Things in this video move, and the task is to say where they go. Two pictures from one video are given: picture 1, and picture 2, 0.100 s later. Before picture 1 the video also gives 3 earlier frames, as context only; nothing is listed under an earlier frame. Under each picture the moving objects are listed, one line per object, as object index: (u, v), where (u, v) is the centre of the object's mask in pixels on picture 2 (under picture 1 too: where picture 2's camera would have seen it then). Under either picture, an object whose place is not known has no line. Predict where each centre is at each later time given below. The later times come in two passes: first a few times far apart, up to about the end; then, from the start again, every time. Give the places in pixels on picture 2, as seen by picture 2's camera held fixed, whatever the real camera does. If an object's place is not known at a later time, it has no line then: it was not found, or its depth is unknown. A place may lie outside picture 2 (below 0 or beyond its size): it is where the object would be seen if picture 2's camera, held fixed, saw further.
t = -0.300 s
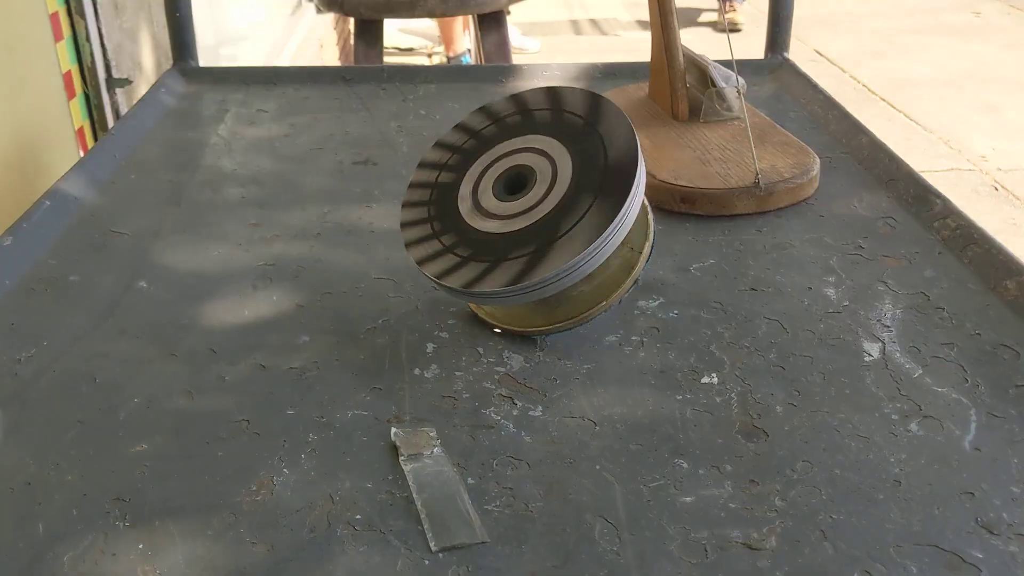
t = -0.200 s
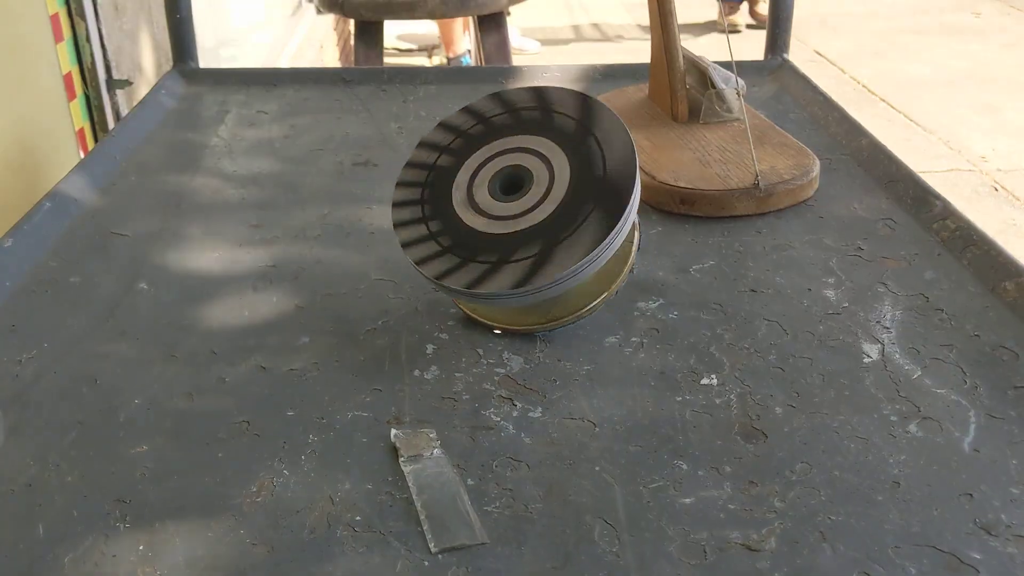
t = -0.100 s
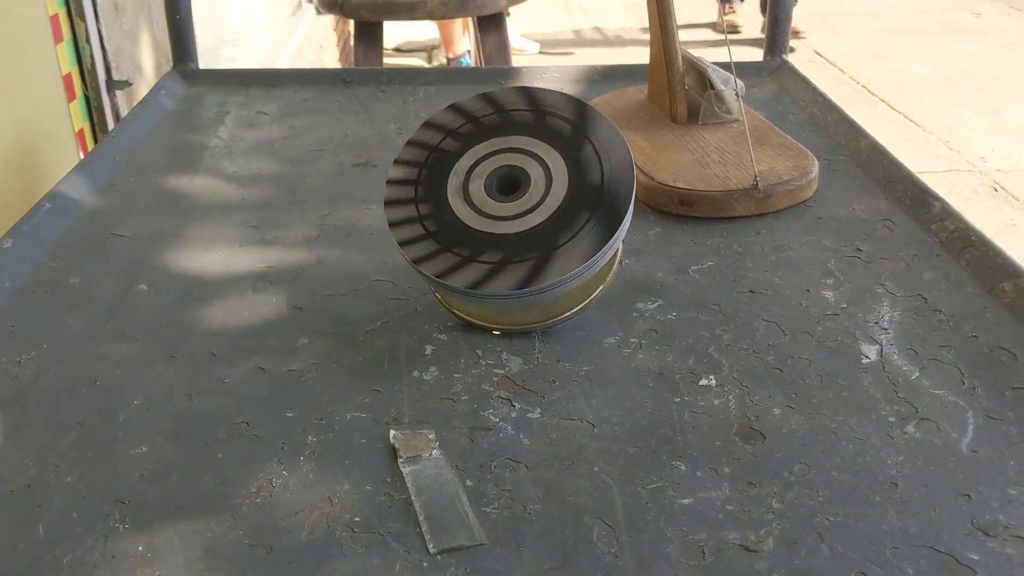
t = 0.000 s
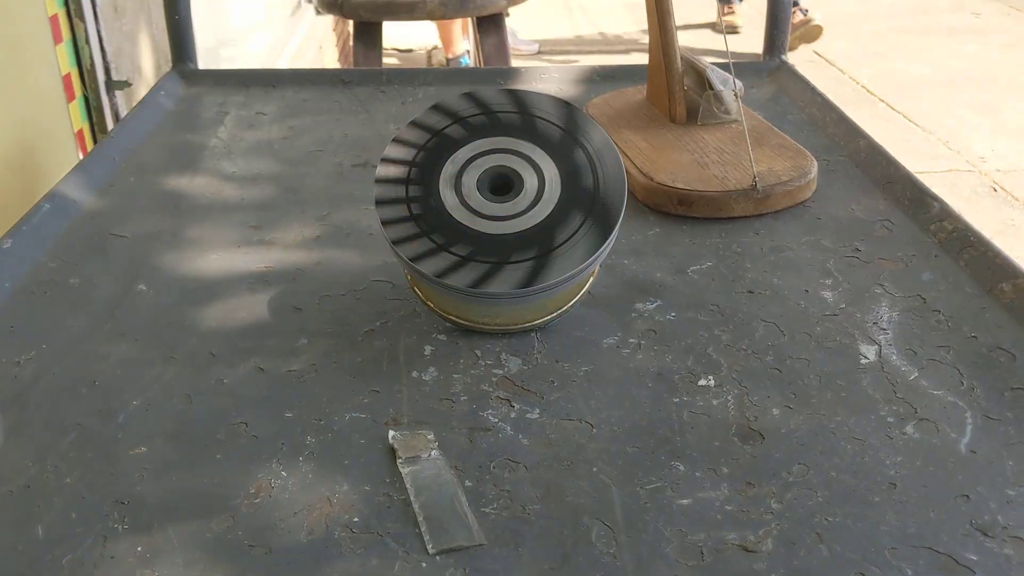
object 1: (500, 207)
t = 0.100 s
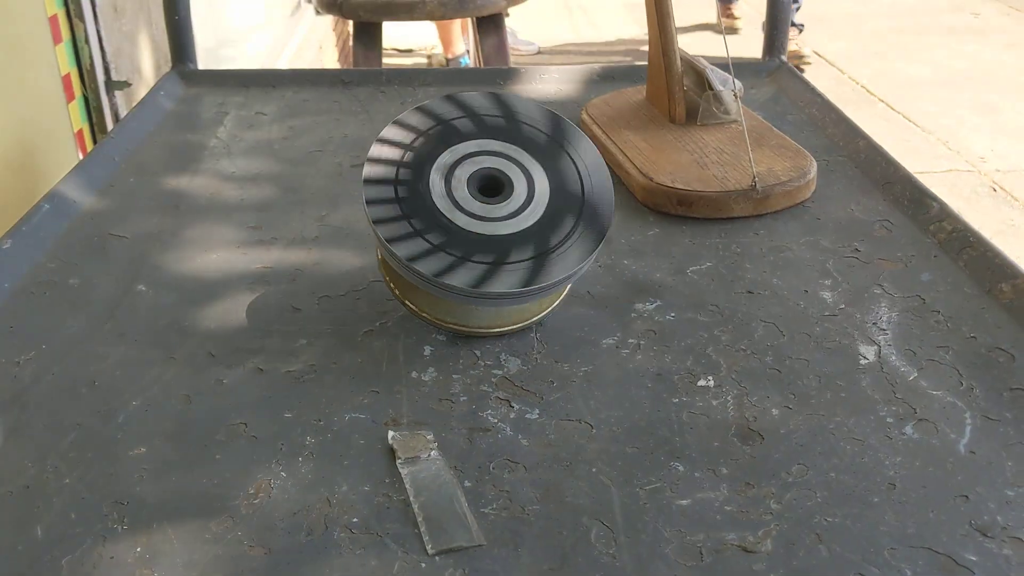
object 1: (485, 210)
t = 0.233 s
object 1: (465, 216)
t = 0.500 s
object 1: (431, 241)
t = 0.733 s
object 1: (436, 257)
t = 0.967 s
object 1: (482, 266)
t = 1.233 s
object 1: (552, 264)
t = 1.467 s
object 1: (562, 230)
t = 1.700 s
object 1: (511, 218)
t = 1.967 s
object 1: (461, 250)
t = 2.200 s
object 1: (515, 269)
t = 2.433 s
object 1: (542, 247)
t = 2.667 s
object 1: (509, 243)
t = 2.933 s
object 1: (516, 265)
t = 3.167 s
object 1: (528, 252)
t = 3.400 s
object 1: (519, 262)
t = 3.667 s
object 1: (526, 260)
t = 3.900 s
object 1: (525, 265)
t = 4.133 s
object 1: (528, 265)
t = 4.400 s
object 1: (529, 269)
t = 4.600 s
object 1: (529, 271)
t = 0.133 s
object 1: (479, 211)
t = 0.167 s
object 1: (474, 212)
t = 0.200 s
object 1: (470, 213)
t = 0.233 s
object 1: (465, 216)
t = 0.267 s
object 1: (460, 219)
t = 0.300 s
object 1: (456, 222)
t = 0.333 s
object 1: (450, 226)
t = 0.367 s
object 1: (445, 229)
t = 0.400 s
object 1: (440, 232)
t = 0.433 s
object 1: (436, 235)
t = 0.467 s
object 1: (433, 238)
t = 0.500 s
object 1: (431, 241)
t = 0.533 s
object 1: (430, 243)
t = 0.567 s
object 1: (428, 245)
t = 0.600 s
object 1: (428, 247)
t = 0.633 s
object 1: (429, 249)
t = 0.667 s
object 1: (431, 252)
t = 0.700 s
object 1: (433, 255)
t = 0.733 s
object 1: (436, 257)
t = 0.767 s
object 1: (440, 261)
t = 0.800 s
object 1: (443, 264)
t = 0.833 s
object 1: (448, 268)
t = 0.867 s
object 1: (456, 268)
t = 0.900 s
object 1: (464, 266)
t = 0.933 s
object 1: (474, 265)
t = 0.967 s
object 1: (482, 266)
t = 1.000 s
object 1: (491, 263)
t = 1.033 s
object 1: (499, 265)
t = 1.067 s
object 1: (507, 270)
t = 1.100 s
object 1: (517, 270)
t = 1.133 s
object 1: (527, 272)
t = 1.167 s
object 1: (538, 272)
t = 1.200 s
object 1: (546, 268)
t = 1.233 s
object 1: (552, 264)
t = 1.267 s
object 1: (557, 258)
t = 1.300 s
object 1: (561, 253)
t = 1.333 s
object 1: (565, 249)
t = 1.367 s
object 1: (567, 244)
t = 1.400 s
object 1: (567, 239)
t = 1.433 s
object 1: (565, 234)
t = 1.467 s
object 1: (562, 230)
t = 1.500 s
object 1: (558, 226)
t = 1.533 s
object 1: (552, 223)
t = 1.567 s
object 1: (545, 221)
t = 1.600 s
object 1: (537, 219)
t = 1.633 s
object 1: (529, 218)
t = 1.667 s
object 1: (520, 218)
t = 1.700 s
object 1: (511, 218)
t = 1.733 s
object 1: (502, 219)
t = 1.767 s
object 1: (494, 222)
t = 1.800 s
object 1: (485, 225)
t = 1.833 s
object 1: (477, 229)
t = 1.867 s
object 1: (471, 234)
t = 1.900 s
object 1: (465, 239)
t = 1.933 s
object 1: (462, 244)
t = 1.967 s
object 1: (461, 250)
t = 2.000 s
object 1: (463, 255)
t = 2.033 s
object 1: (468, 260)
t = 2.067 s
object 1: (475, 263)
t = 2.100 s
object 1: (485, 266)
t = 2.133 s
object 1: (495, 268)
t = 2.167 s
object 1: (505, 269)
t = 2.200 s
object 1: (515, 269)
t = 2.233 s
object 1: (525, 268)
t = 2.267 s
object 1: (533, 265)
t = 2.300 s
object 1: (539, 262)
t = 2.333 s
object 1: (542, 259)
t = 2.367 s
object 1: (544, 254)
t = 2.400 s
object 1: (544, 250)
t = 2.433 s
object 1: (542, 247)
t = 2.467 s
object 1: (538, 243)
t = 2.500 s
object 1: (533, 241)
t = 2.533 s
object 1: (528, 239)
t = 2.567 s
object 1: (523, 239)
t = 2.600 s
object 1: (518, 239)
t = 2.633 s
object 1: (513, 241)
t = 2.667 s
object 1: (509, 243)
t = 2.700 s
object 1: (505, 246)
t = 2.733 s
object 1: (502, 250)
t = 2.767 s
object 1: (501, 253)
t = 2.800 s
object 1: (501, 257)
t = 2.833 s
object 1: (503, 259)
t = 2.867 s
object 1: (506, 262)
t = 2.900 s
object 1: (511, 263)
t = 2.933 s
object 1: (516, 265)
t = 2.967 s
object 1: (521, 264)
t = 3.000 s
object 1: (530, 262)
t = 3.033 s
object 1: (532, 260)
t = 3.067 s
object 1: (533, 258)
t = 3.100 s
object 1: (532, 255)
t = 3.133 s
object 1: (531, 253)
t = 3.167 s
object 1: (528, 252)
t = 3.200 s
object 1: (526, 252)
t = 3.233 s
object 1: (523, 252)
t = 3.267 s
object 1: (521, 253)
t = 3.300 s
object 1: (520, 256)
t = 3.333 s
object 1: (519, 258)
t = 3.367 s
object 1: (519, 260)
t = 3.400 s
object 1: (519, 262)
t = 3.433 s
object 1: (520, 263)
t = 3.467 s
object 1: (522, 264)
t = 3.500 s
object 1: (523, 264)
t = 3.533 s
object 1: (525, 264)
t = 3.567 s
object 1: (526, 264)
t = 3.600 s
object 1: (526, 262)
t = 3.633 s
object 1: (526, 261)
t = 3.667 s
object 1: (526, 260)
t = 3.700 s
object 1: (526, 260)
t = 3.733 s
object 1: (526, 260)
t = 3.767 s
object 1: (526, 261)
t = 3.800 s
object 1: (526, 262)
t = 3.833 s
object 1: (525, 263)
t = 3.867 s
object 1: (525, 264)
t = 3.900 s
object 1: (525, 265)
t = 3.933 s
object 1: (526, 266)
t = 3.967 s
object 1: (525, 266)
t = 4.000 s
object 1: (524, 266)
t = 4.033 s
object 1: (525, 265)
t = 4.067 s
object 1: (525, 265)
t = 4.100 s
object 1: (527, 265)
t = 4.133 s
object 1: (528, 265)
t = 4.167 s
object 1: (529, 266)
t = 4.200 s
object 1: (528, 267)
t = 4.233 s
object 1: (527, 267)
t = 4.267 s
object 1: (526, 268)
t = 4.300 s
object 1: (525, 269)
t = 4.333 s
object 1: (525, 268)
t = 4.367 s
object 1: (527, 268)
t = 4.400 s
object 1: (529, 269)
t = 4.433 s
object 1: (530, 269)
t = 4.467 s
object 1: (529, 270)
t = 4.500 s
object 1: (528, 270)
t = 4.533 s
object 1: (527, 271)
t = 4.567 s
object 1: (528, 270)
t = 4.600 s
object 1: (529, 271)
